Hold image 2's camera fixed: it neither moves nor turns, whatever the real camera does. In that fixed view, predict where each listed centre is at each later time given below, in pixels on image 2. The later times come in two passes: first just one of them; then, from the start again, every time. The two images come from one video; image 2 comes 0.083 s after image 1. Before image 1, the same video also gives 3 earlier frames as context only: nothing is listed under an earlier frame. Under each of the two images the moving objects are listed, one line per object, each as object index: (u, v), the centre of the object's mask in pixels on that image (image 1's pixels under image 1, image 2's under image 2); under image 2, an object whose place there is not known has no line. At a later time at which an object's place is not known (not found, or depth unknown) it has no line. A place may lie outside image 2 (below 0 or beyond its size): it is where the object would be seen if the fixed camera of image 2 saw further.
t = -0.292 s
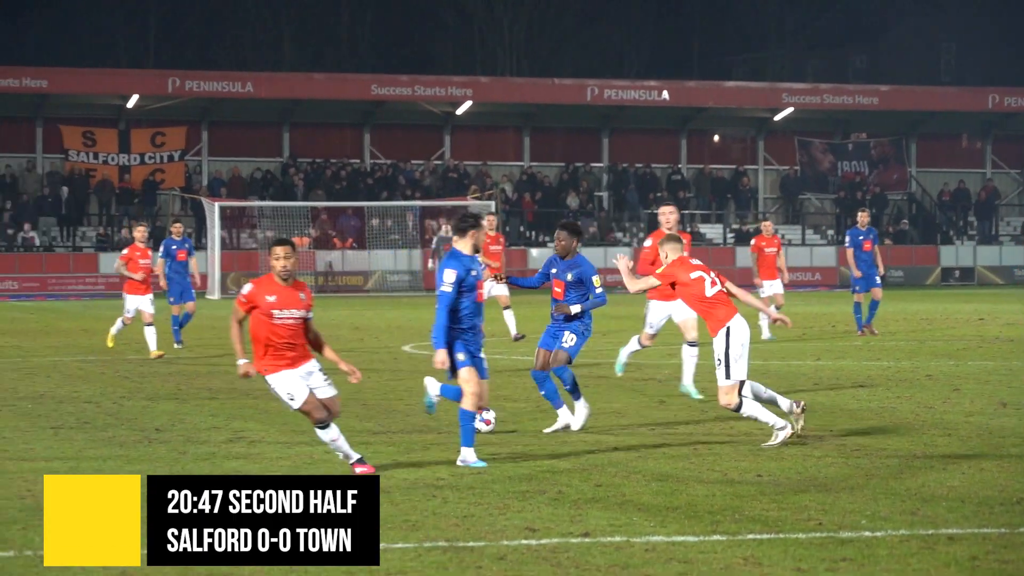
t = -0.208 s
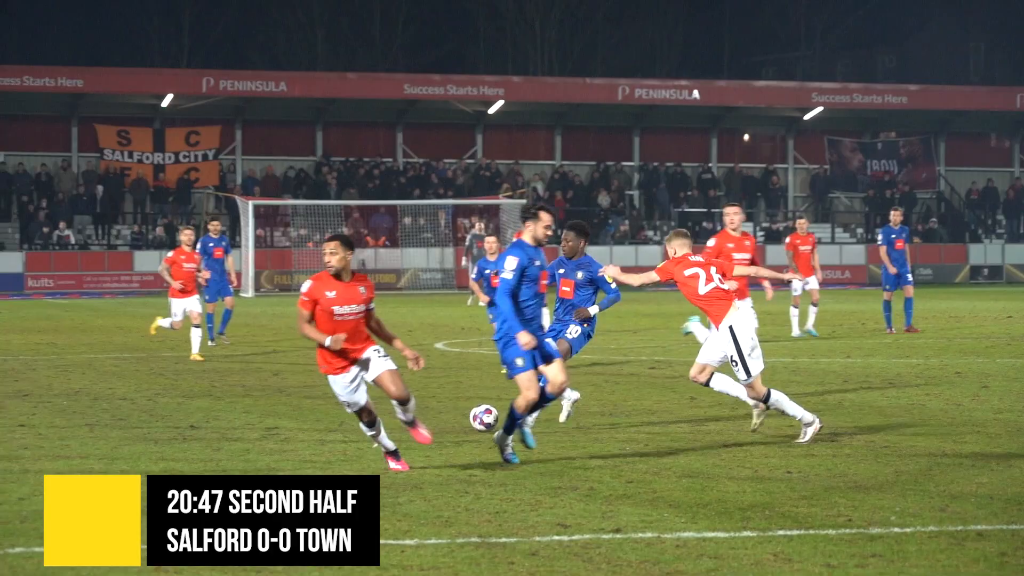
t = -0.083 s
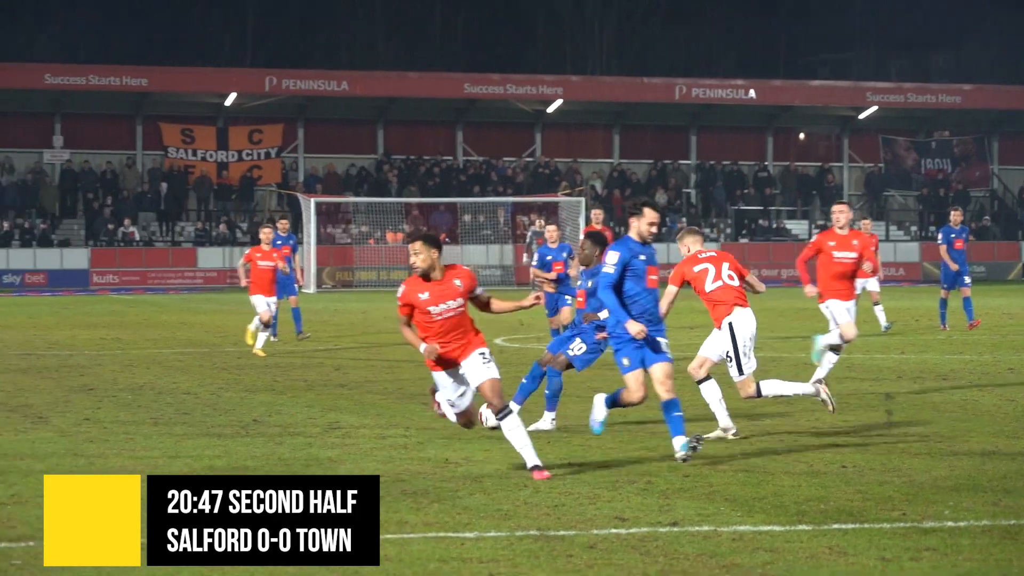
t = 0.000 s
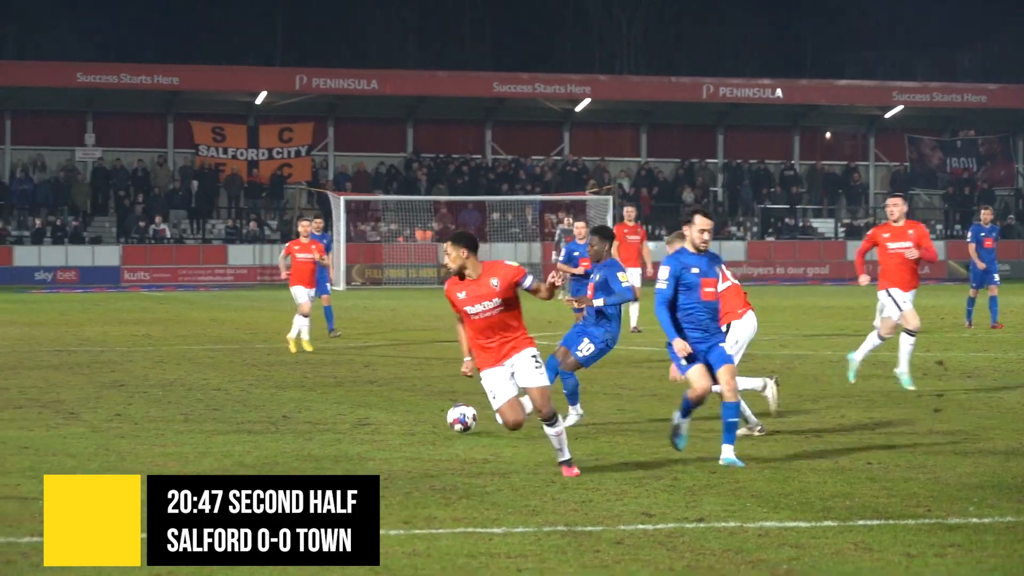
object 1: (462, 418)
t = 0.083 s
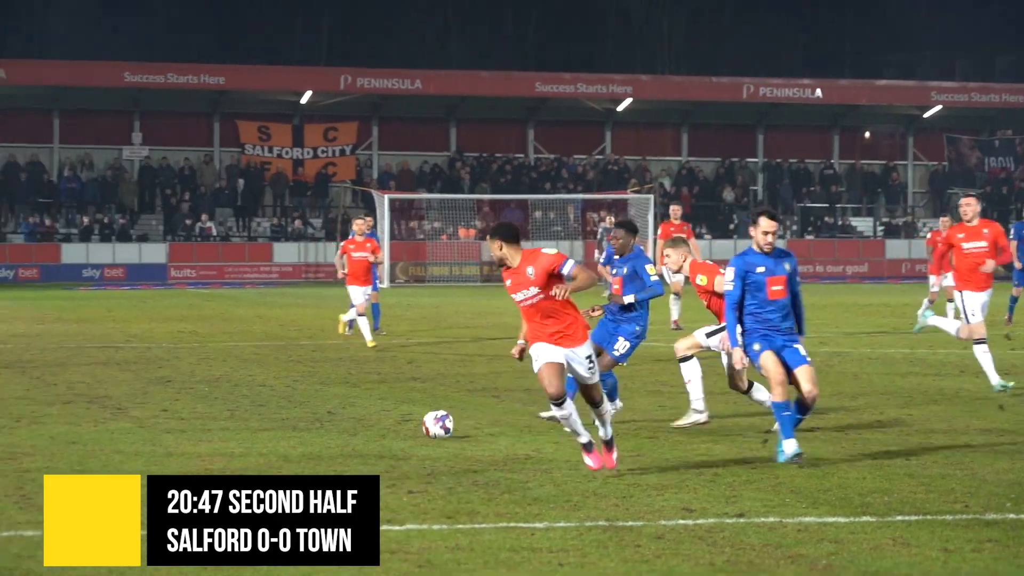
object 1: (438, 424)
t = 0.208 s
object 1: (348, 436)
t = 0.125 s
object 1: (408, 427)
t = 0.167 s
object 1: (378, 432)
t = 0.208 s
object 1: (348, 436)
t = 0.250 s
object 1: (317, 439)
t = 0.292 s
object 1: (285, 444)
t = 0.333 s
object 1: (244, 449)
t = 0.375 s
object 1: (211, 455)
